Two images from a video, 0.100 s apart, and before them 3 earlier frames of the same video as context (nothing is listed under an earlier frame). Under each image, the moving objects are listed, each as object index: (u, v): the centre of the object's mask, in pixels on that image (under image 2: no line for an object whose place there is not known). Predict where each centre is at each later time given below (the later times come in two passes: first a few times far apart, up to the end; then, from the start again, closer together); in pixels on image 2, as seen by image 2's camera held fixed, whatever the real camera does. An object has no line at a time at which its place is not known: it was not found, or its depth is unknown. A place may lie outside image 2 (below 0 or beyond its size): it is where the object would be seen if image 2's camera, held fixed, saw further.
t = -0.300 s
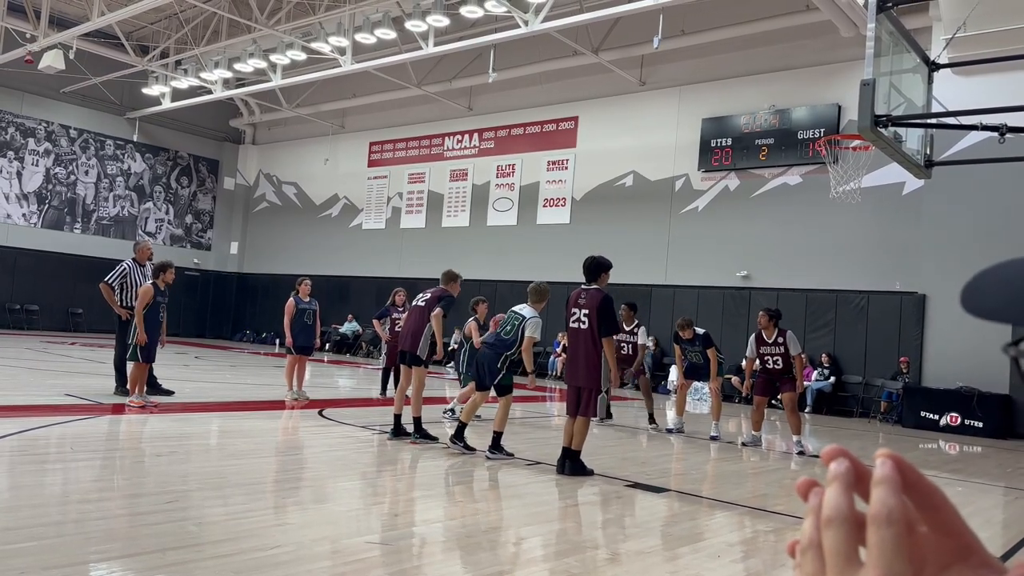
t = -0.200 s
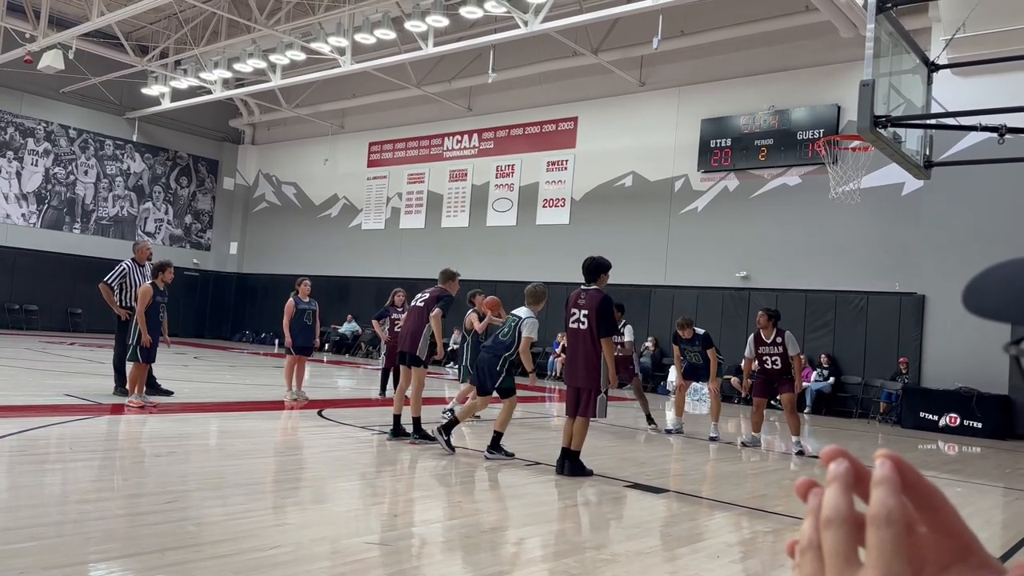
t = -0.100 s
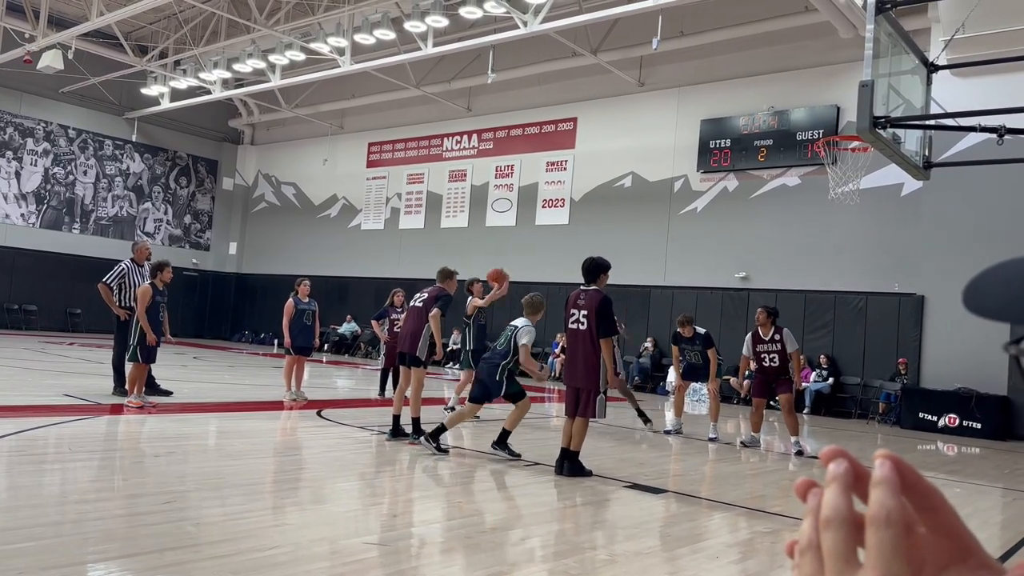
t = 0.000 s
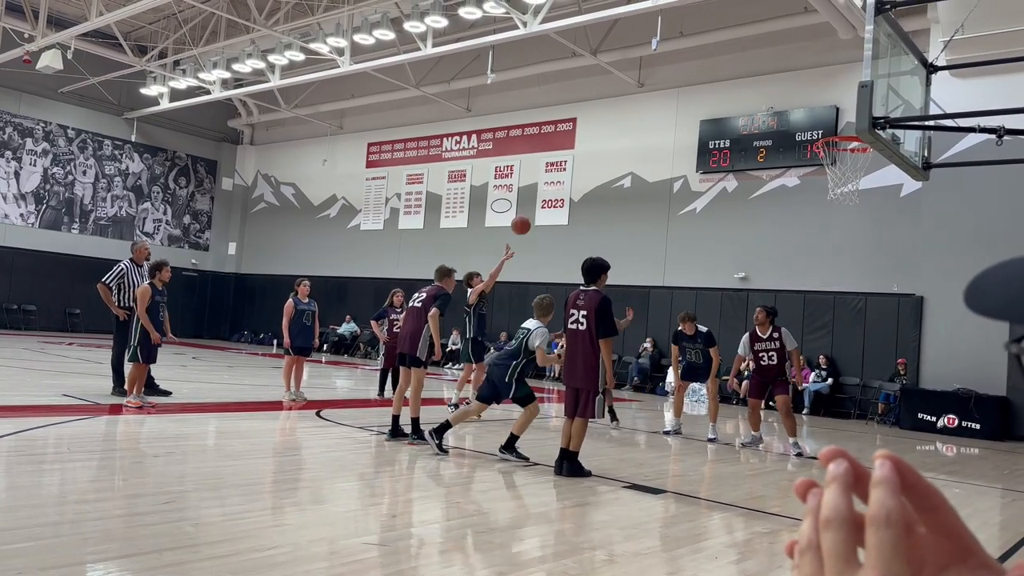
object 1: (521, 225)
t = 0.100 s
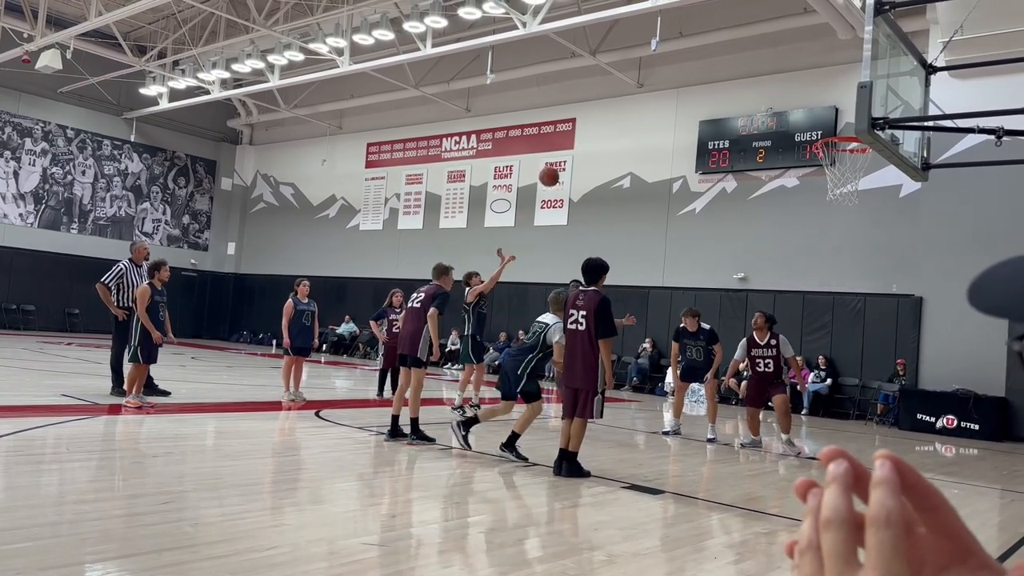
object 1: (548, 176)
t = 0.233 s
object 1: (589, 121)
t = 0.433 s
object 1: (651, 60)
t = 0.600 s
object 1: (704, 32)
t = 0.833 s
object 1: (784, 38)
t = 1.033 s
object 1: (851, 90)
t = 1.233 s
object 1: (825, 116)
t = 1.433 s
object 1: (758, 128)
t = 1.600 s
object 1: (706, 168)
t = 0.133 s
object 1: (559, 161)
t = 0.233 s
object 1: (589, 121)
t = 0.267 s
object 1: (598, 109)
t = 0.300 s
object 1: (609, 97)
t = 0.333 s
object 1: (619, 87)
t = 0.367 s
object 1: (629, 77)
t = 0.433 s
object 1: (651, 60)
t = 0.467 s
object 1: (661, 52)
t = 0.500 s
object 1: (672, 46)
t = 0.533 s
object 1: (682, 41)
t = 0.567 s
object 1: (693, 36)
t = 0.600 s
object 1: (704, 32)
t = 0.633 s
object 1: (715, 30)
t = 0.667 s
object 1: (727, 28)
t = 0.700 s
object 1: (738, 28)
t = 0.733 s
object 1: (749, 29)
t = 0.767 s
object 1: (761, 31)
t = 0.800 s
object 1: (773, 34)
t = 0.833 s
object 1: (784, 38)
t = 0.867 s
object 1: (797, 43)
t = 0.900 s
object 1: (809, 50)
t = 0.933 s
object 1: (821, 58)
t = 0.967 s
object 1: (833, 68)
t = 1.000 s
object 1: (846, 79)
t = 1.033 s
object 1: (851, 90)
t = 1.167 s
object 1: (845, 121)
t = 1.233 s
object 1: (825, 116)
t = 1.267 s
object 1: (814, 115)
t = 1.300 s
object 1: (802, 115)
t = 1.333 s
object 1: (792, 116)
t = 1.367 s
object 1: (780, 119)
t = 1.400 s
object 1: (769, 124)
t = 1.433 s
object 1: (758, 128)
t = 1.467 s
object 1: (747, 135)
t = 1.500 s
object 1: (737, 142)
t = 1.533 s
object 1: (727, 149)
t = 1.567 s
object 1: (717, 158)
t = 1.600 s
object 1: (706, 168)
